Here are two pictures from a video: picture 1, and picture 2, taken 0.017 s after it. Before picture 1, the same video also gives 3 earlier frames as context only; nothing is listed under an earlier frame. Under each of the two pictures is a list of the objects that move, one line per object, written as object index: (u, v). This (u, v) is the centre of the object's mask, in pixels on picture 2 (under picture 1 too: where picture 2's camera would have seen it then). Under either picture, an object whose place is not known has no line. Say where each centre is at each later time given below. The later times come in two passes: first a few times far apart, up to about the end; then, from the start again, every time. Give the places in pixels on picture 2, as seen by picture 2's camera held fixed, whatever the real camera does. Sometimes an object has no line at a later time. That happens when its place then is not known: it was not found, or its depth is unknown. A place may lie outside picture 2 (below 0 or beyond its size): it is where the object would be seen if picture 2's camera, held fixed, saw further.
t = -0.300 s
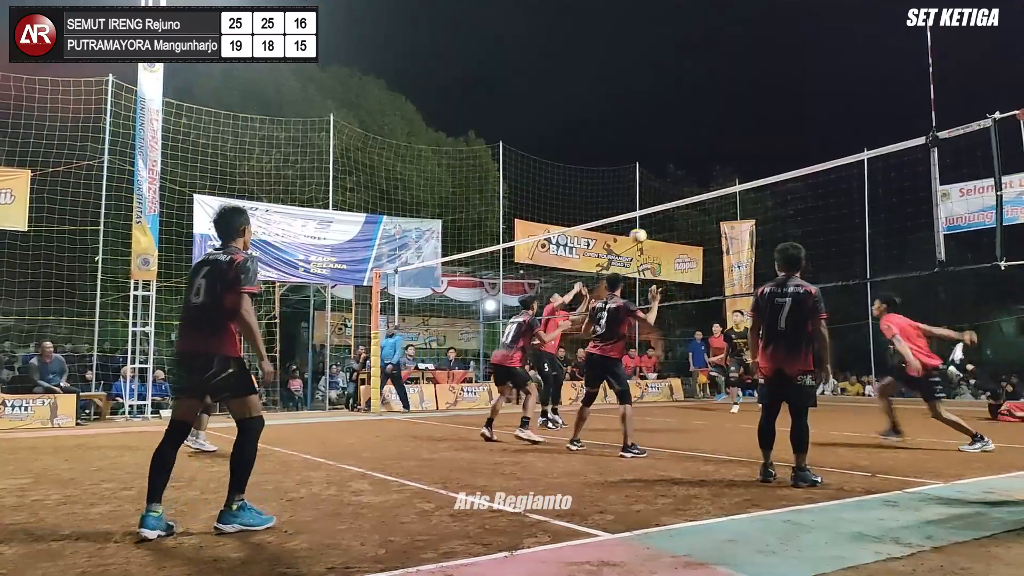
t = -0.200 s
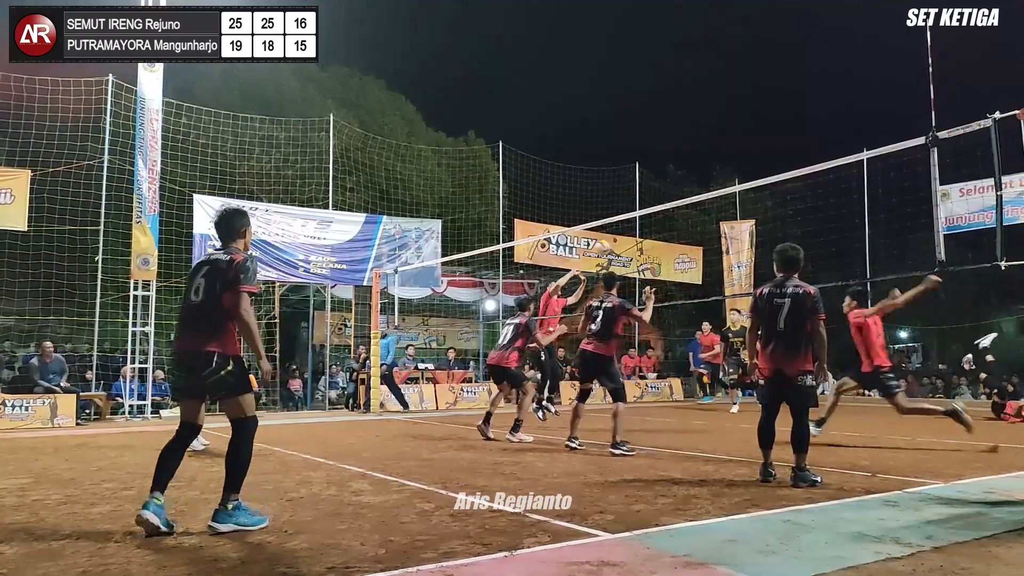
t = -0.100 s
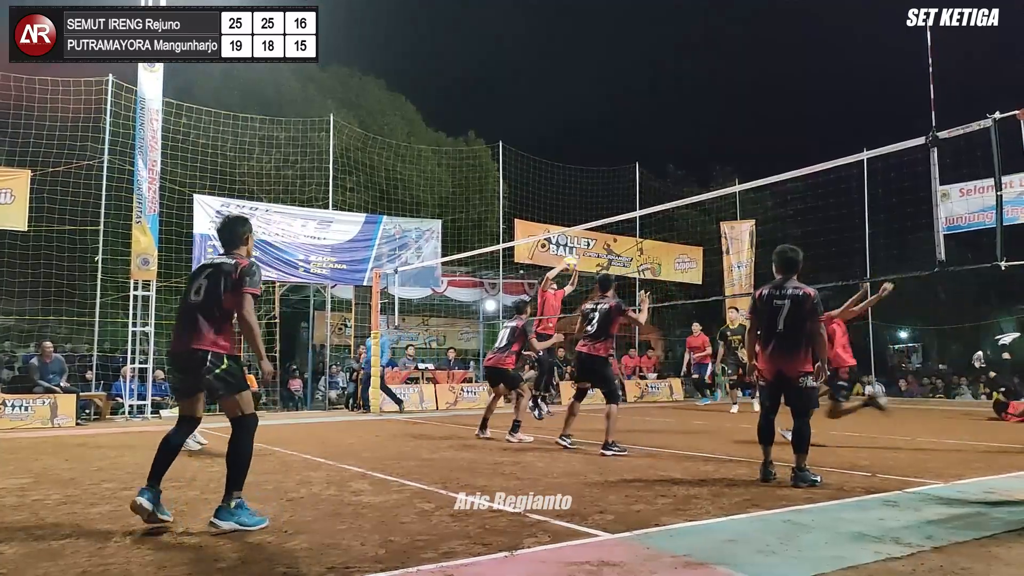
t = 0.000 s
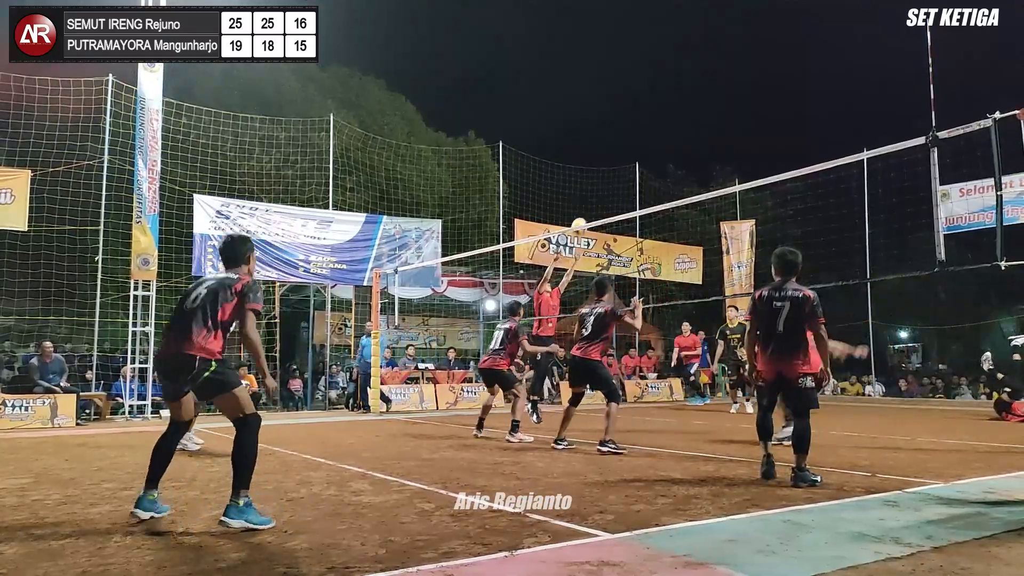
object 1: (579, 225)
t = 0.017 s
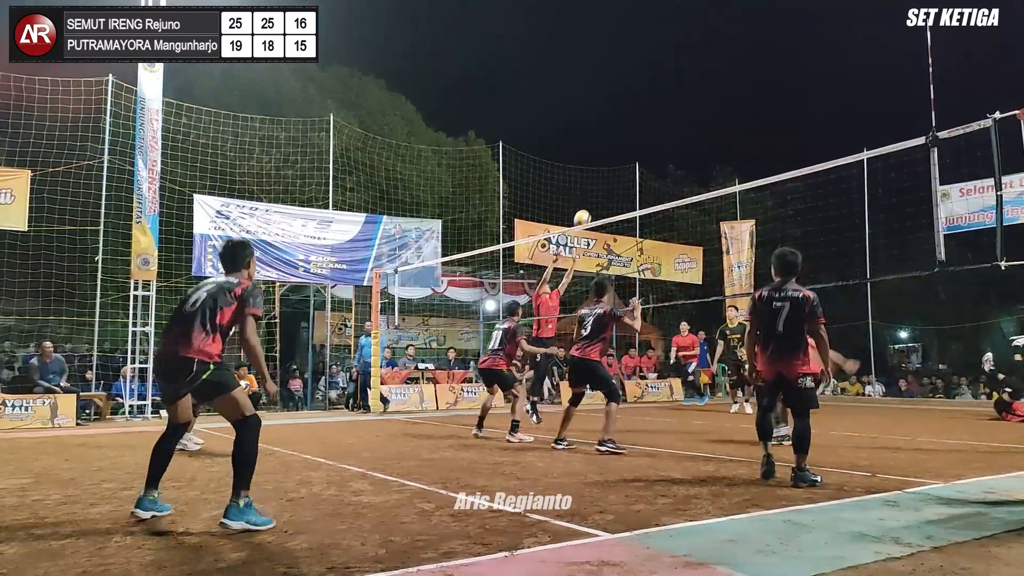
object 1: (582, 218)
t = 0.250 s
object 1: (627, 122)
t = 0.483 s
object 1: (678, 57)
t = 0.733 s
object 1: (740, 34)
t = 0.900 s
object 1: (787, 52)
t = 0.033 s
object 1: (585, 211)
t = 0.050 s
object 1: (589, 204)
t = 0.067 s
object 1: (592, 196)
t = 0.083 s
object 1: (595, 189)
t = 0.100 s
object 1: (598, 181)
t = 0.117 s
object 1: (601, 174)
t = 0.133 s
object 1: (605, 167)
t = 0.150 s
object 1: (608, 160)
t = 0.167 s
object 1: (611, 153)
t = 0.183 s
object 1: (614, 147)
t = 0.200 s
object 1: (618, 140)
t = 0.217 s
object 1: (621, 134)
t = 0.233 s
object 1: (624, 128)
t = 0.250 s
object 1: (627, 122)
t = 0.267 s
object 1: (631, 116)
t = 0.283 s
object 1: (634, 111)
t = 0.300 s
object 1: (637, 105)
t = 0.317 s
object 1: (641, 100)
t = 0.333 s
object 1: (645, 95)
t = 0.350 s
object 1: (649, 90)
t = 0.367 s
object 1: (652, 86)
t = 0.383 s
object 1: (656, 81)
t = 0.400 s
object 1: (659, 77)
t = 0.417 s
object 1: (663, 72)
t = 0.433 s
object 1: (667, 68)
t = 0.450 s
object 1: (670, 64)
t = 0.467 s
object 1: (674, 61)
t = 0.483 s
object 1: (678, 57)
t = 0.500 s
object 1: (682, 54)
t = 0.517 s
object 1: (686, 51)
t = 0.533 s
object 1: (690, 49)
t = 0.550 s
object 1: (694, 46)
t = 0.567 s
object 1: (698, 44)
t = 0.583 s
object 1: (702, 42)
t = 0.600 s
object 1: (706, 40)
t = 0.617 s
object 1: (710, 38)
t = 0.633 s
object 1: (714, 37)
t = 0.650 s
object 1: (718, 36)
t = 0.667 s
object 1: (722, 35)
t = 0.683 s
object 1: (726, 34)
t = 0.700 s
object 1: (731, 34)
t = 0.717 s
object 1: (735, 34)
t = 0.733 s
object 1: (740, 34)
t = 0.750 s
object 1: (744, 35)
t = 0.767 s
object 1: (749, 35)
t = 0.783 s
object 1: (753, 36)
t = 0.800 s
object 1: (758, 38)
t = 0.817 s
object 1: (763, 39)
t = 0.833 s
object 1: (768, 41)
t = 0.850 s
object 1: (773, 43)
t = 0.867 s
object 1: (777, 45)
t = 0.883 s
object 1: (782, 48)
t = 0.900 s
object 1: (787, 52)
